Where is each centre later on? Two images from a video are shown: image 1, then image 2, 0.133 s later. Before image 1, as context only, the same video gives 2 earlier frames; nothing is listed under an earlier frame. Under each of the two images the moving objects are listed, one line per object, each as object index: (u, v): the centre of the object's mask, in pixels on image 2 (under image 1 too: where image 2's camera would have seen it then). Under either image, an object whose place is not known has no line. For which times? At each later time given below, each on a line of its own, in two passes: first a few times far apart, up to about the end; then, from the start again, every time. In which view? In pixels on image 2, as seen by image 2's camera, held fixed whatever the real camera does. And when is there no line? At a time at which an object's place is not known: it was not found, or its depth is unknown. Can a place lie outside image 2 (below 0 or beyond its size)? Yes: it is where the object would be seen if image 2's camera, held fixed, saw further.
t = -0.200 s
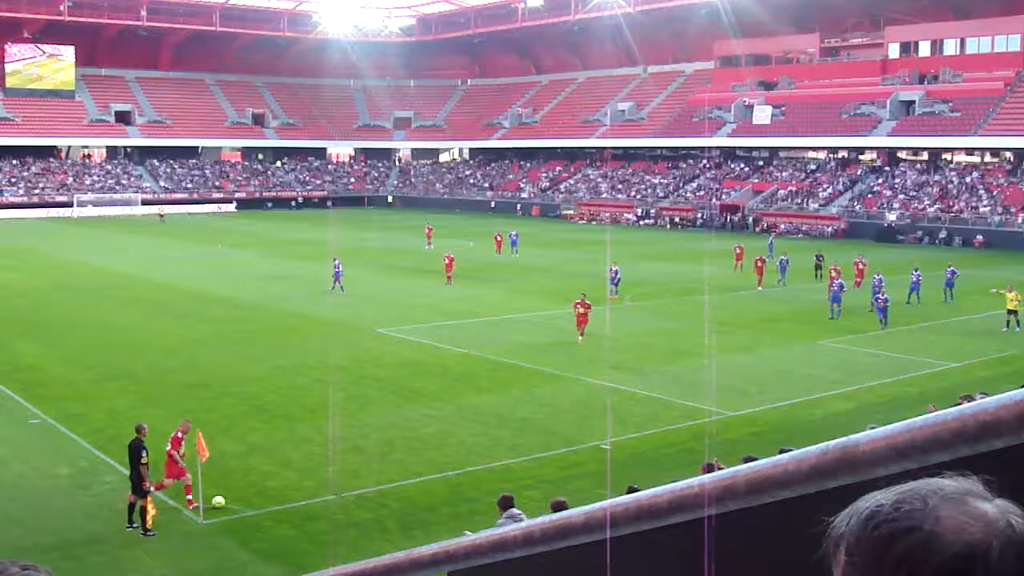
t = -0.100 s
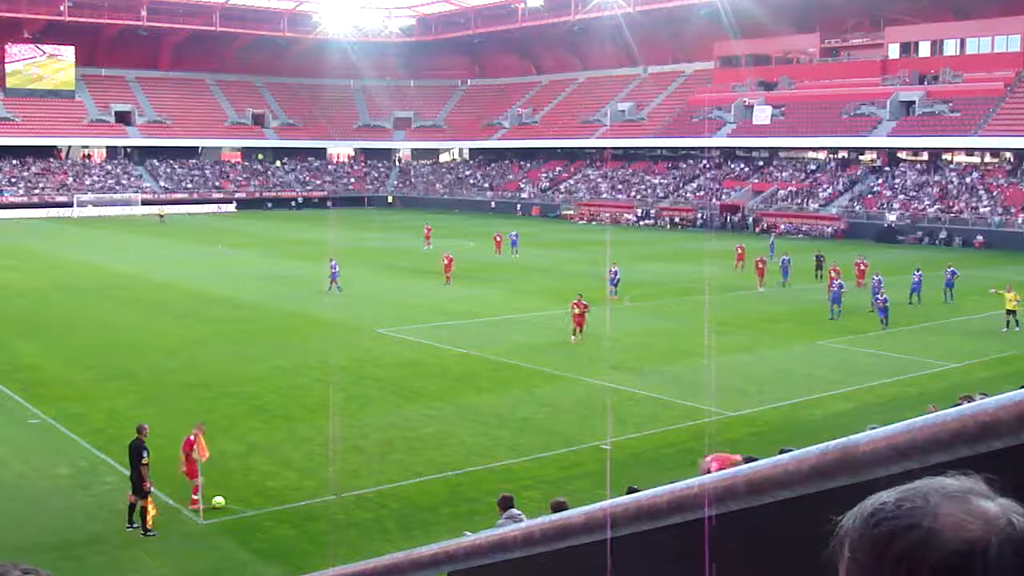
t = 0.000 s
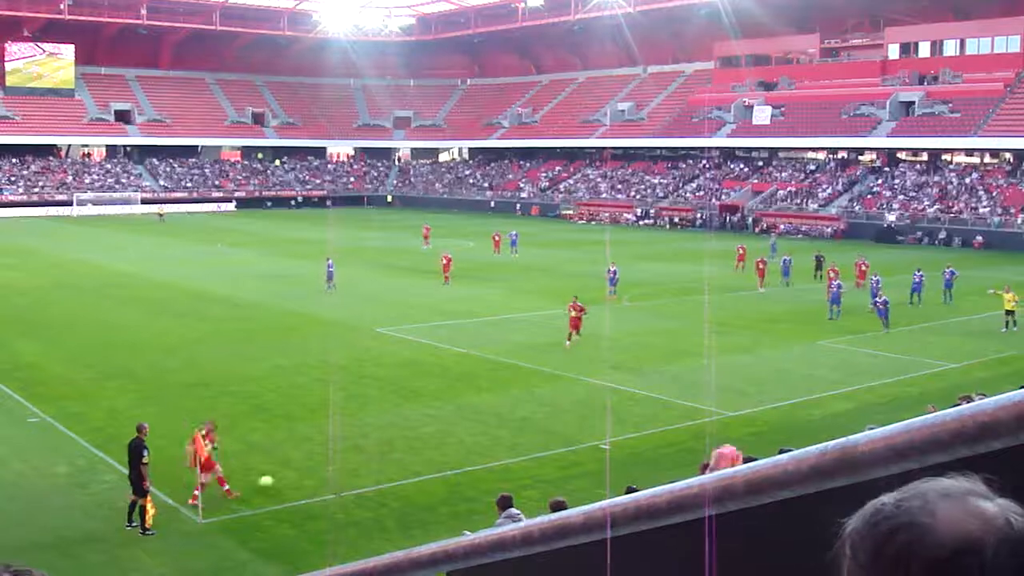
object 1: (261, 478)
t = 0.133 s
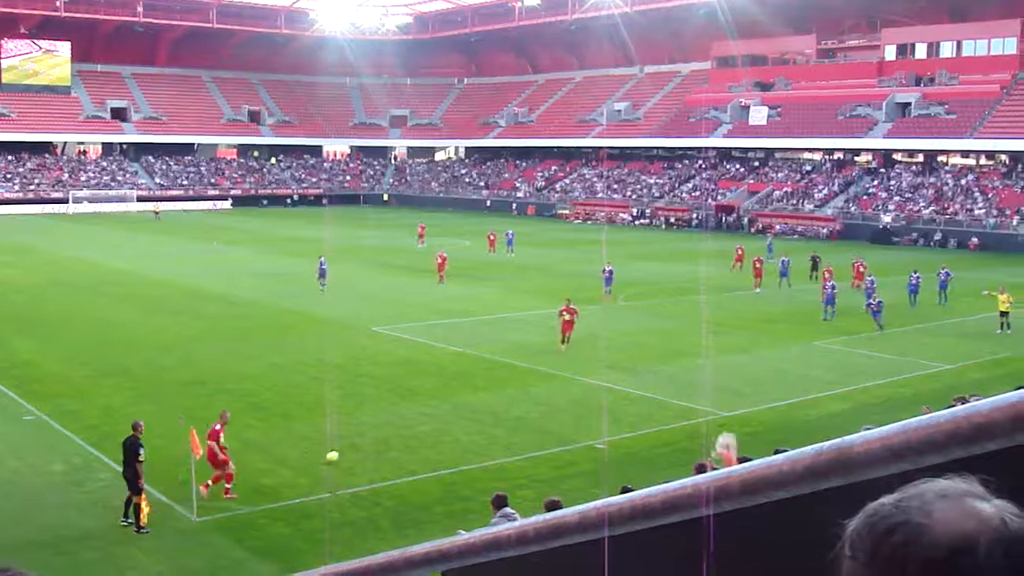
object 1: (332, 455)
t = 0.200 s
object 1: (360, 445)
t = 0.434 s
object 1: (432, 417)
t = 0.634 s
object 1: (475, 401)
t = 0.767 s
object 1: (497, 390)
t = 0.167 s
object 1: (347, 451)
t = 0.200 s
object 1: (360, 445)
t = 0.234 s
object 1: (373, 440)
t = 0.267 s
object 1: (385, 434)
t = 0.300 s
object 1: (396, 431)
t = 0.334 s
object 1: (406, 427)
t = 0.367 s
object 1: (416, 425)
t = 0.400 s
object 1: (425, 421)
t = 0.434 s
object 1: (432, 417)
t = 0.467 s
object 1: (440, 413)
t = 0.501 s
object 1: (448, 410)
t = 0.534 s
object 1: (455, 407)
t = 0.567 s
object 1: (462, 406)
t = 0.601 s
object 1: (469, 404)
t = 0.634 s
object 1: (475, 401)
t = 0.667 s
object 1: (481, 397)
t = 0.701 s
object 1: (487, 394)
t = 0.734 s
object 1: (492, 392)
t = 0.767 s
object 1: (497, 390)
